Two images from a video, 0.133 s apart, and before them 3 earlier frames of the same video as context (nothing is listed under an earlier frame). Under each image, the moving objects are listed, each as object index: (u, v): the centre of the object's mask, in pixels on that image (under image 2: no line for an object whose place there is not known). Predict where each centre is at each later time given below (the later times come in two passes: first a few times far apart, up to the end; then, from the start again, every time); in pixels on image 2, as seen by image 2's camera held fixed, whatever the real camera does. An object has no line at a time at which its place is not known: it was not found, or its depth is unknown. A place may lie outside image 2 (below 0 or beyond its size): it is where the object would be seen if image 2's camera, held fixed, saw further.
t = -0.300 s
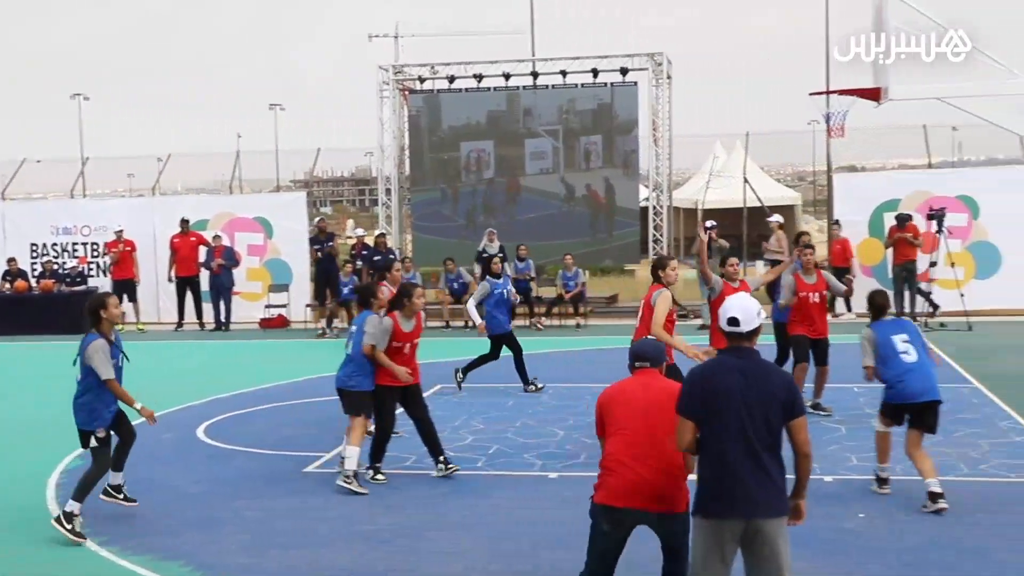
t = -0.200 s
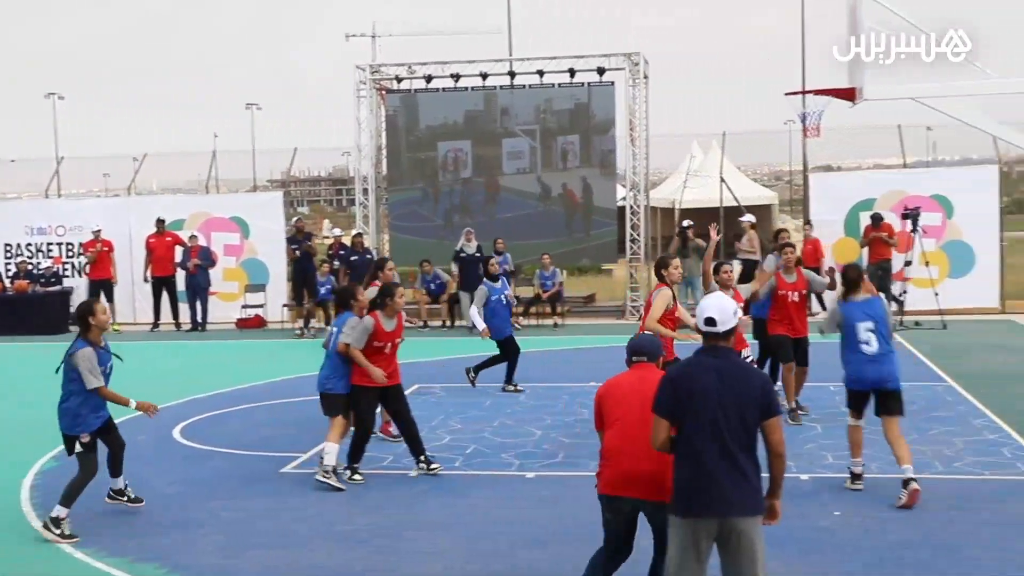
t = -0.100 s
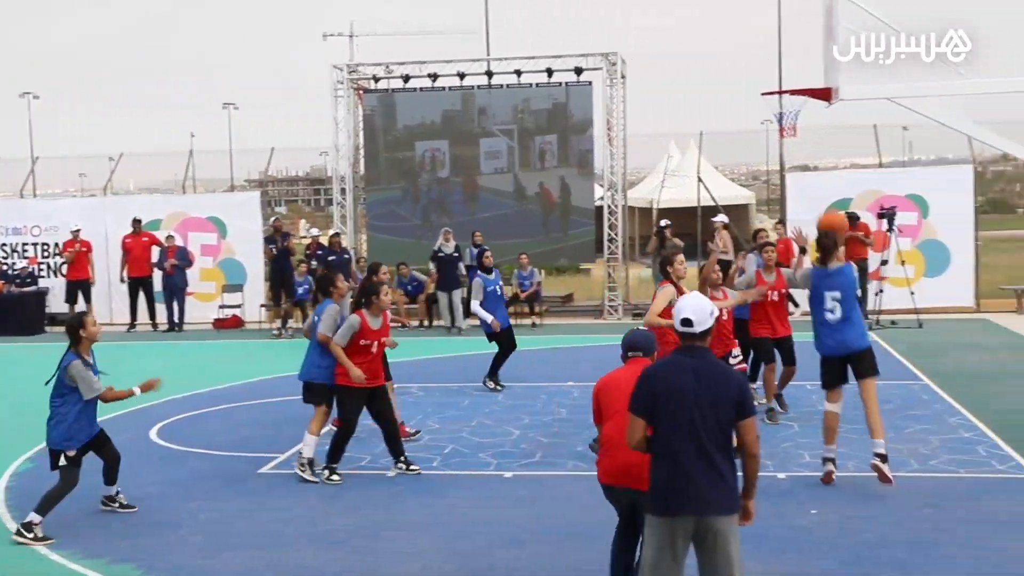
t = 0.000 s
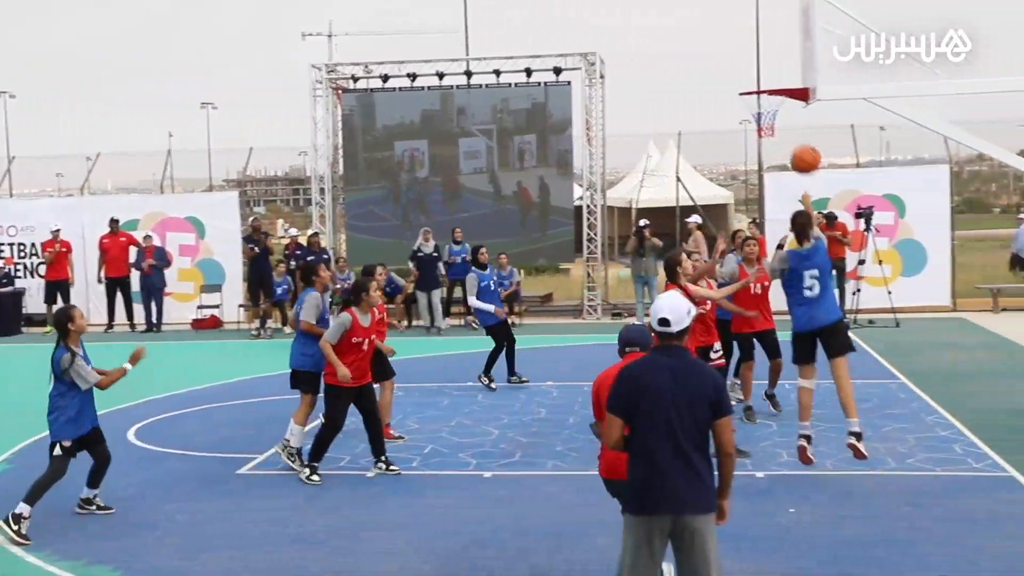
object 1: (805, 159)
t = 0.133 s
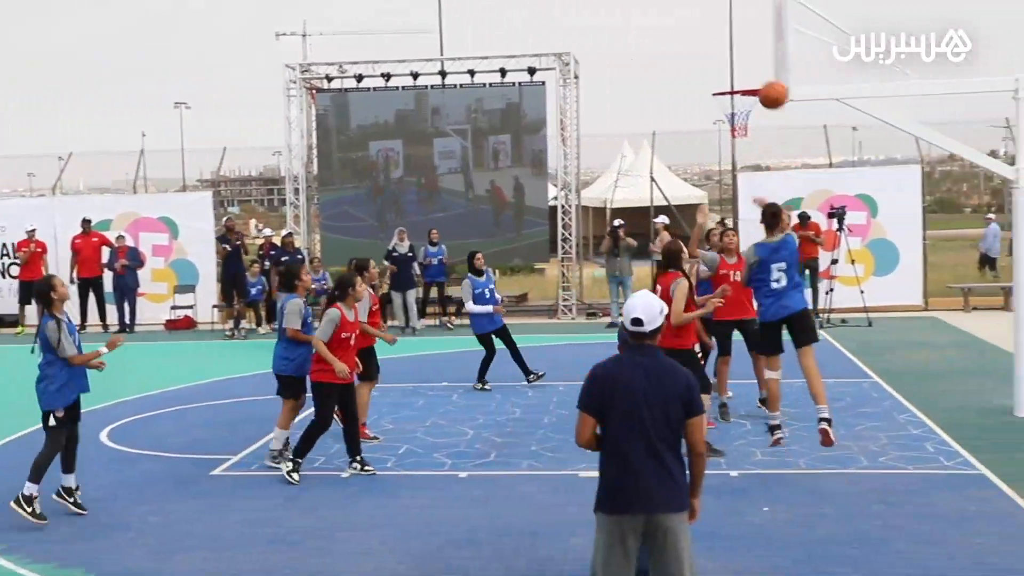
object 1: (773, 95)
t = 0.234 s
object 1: (769, 63)
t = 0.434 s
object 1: (764, 38)
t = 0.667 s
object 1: (758, 67)
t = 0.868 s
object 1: (734, 59)
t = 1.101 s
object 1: (699, 74)
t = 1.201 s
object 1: (685, 97)
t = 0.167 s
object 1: (771, 84)
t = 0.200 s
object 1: (771, 72)
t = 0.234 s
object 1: (769, 63)
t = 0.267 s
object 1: (768, 55)
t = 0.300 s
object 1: (767, 49)
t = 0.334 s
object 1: (767, 44)
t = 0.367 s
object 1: (766, 41)
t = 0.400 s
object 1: (765, 39)
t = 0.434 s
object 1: (764, 38)
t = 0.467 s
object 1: (763, 39)
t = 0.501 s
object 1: (762, 41)
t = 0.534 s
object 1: (761, 44)
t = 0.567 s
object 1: (760, 48)
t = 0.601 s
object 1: (760, 53)
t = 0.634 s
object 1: (759, 60)
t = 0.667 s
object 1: (758, 67)
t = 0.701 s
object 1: (758, 76)
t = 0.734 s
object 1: (755, 75)
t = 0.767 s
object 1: (750, 69)
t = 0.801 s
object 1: (745, 64)
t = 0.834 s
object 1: (739, 61)
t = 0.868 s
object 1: (734, 59)
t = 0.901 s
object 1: (729, 57)
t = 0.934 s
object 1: (724, 57)
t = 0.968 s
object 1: (719, 58)
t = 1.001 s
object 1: (714, 61)
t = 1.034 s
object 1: (709, 64)
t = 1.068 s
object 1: (704, 68)
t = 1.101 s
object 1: (699, 74)
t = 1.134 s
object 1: (695, 81)
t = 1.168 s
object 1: (690, 88)
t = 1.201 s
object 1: (685, 97)
